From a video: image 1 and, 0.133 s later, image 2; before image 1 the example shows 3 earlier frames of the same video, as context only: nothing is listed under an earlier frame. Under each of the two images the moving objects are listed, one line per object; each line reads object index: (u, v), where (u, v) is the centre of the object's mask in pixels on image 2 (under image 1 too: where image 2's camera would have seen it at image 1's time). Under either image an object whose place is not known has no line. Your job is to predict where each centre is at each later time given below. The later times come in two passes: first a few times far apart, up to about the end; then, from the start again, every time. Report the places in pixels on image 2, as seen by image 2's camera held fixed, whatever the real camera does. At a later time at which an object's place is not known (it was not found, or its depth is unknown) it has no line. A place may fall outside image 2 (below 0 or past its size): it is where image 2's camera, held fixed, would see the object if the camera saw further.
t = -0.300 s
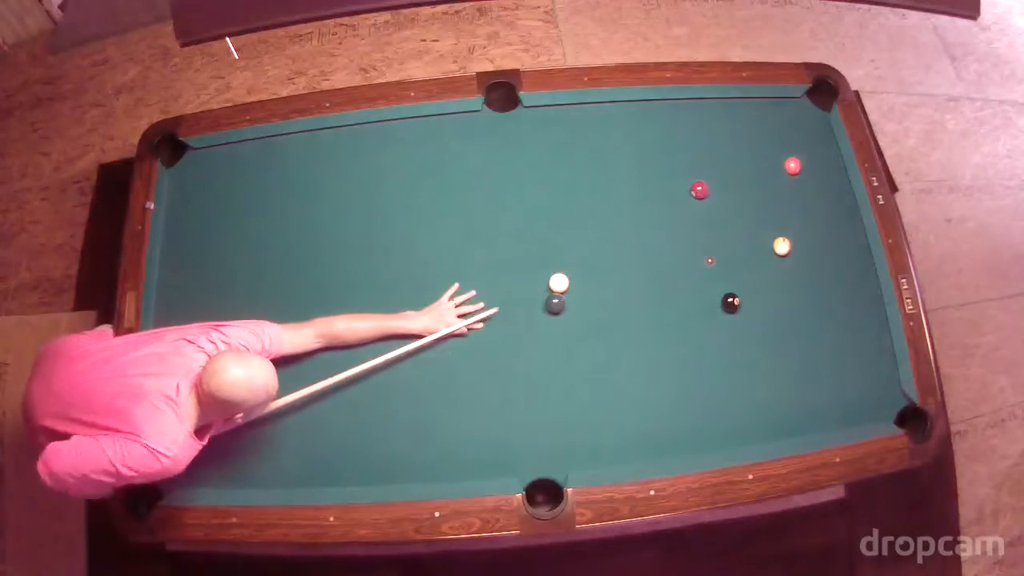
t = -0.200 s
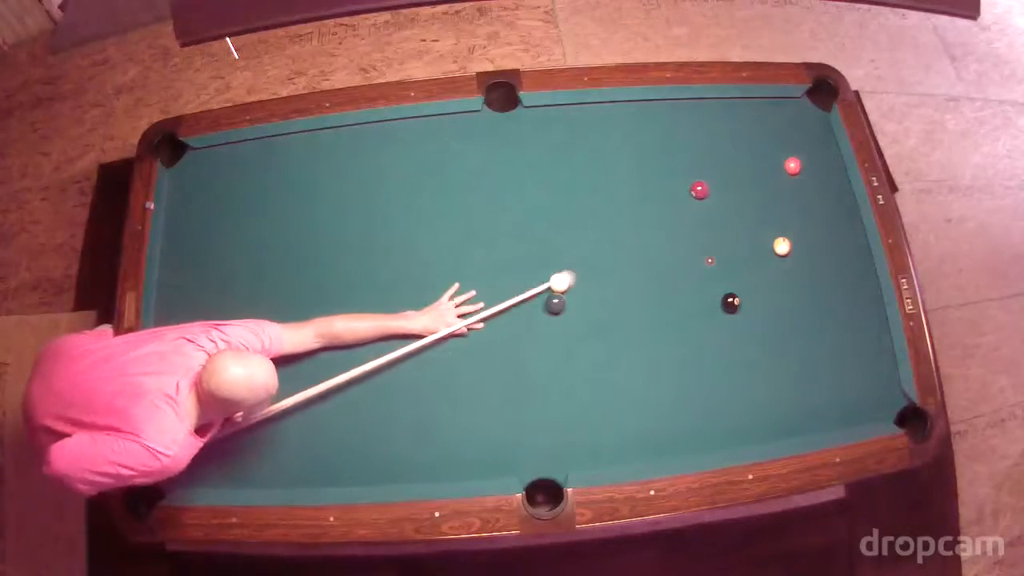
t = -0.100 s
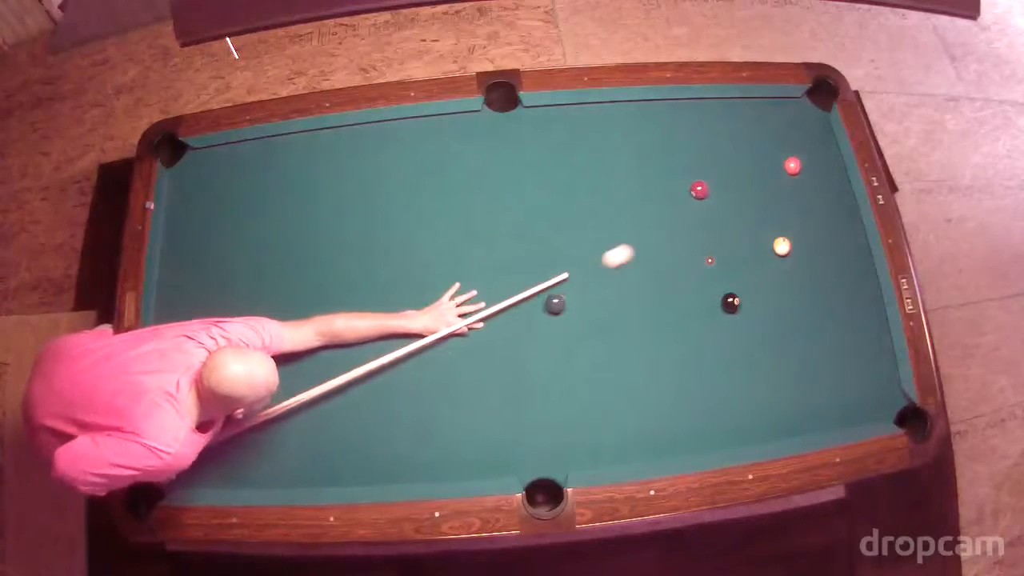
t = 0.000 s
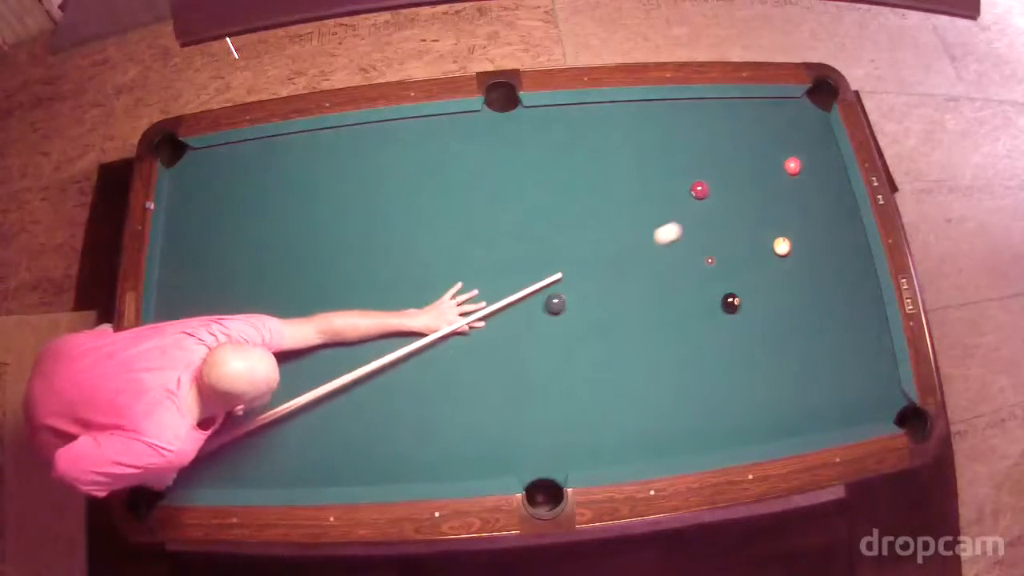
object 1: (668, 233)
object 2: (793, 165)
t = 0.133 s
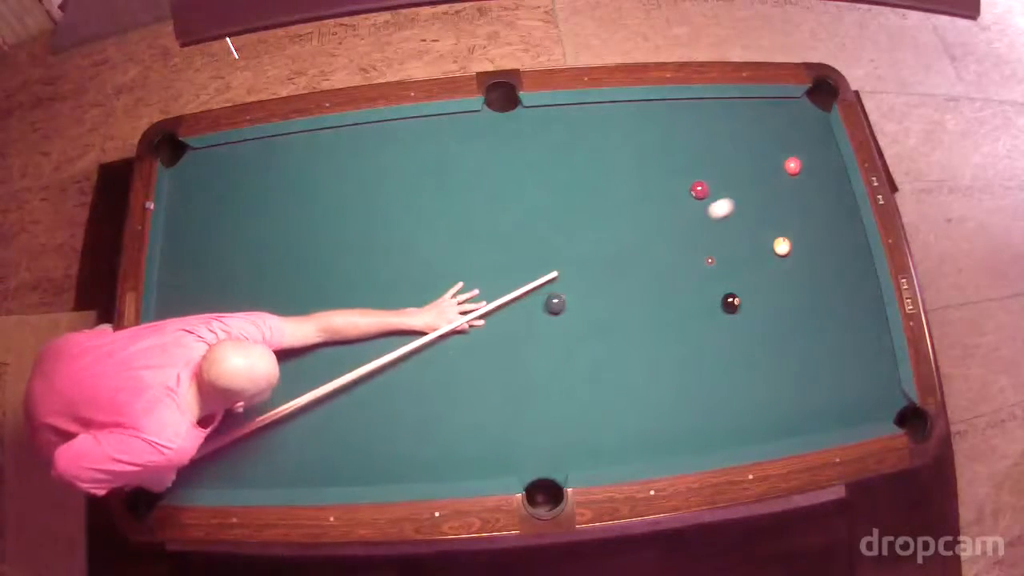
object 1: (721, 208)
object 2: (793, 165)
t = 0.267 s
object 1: (768, 186)
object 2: (793, 165)
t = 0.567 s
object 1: (831, 190)
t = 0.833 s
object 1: (831, 192)
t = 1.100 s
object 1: (809, 189)
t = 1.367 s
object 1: (788, 187)
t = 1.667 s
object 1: (765, 184)
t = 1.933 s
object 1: (746, 182)
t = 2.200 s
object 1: (729, 180)
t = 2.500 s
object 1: (711, 178)
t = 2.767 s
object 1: (701, 173)
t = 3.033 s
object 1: (692, 169)
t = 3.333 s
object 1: (685, 165)
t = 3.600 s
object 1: (680, 162)
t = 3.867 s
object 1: (676, 160)
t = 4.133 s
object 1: (674, 159)
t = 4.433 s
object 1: (674, 158)
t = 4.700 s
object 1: (674, 158)
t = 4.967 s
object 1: (674, 158)
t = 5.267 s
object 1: (674, 158)
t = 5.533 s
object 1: (674, 158)
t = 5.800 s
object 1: (674, 158)
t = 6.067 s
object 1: (674, 158)
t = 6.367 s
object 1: (674, 158)
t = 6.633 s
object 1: (674, 158)
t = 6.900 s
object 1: (674, 158)
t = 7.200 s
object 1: (674, 158)
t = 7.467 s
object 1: (674, 158)
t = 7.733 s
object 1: (674, 158)
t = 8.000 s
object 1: (674, 158)
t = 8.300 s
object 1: (674, 158)
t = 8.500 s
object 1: (674, 158)
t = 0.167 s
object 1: (733, 202)
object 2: (792, 165)
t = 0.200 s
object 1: (745, 197)
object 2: (793, 165)
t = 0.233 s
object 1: (756, 191)
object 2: (793, 165)
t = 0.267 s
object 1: (768, 186)
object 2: (793, 165)
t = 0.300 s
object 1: (779, 181)
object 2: (793, 165)
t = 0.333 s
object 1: (788, 178)
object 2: (795, 162)
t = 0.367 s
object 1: (794, 181)
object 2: (799, 155)
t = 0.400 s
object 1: (800, 184)
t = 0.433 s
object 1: (806, 185)
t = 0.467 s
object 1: (812, 187)
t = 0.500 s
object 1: (819, 188)
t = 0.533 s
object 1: (825, 189)
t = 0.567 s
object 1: (831, 190)
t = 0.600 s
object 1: (838, 192)
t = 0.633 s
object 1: (844, 193)
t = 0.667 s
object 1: (847, 194)
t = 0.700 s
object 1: (843, 193)
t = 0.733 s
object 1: (840, 193)
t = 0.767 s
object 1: (836, 192)
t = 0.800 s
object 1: (834, 192)
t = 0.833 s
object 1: (831, 192)
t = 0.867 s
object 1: (828, 192)
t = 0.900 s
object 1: (825, 191)
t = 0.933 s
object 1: (823, 191)
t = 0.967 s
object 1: (820, 191)
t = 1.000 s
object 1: (817, 190)
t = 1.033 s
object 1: (815, 190)
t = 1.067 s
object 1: (812, 190)
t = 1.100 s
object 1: (809, 189)
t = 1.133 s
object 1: (807, 189)
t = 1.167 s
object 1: (804, 189)
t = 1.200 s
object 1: (801, 188)
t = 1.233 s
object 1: (799, 188)
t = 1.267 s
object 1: (796, 188)
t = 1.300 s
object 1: (793, 188)
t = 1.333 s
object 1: (791, 187)
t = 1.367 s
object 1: (788, 187)
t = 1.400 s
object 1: (786, 187)
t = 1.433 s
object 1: (783, 186)
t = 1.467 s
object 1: (780, 186)
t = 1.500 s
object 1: (778, 186)
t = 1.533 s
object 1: (775, 185)
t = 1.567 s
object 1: (773, 185)
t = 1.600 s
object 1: (770, 185)
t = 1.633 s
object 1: (768, 185)
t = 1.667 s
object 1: (765, 184)
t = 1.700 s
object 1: (763, 184)
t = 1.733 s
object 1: (761, 184)
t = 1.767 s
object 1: (758, 183)
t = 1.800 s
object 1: (756, 183)
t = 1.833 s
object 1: (753, 183)
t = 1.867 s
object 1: (751, 182)
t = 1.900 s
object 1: (749, 182)
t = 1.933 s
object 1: (746, 182)
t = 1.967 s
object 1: (744, 182)
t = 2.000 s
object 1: (742, 181)
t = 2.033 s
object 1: (740, 181)
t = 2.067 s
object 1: (737, 181)
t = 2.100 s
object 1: (735, 181)
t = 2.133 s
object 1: (733, 180)
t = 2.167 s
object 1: (731, 180)
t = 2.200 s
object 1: (729, 180)
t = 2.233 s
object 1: (727, 180)
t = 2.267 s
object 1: (725, 179)
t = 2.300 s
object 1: (723, 179)
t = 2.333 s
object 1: (721, 179)
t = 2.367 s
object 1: (719, 179)
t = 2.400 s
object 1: (717, 179)
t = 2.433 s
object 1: (715, 178)
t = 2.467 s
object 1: (713, 178)
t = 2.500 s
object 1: (711, 178)
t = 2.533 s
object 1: (709, 178)
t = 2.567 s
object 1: (708, 177)
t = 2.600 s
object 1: (706, 176)
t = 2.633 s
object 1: (705, 176)
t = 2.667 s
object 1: (704, 175)
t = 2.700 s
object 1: (703, 174)
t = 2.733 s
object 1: (702, 174)
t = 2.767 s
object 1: (701, 173)
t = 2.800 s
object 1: (699, 173)
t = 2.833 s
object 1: (698, 172)
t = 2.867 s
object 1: (697, 172)
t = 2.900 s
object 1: (696, 171)
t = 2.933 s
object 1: (695, 170)
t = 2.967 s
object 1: (694, 170)
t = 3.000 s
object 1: (693, 169)
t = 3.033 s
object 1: (692, 169)
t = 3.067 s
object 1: (691, 168)
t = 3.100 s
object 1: (691, 168)
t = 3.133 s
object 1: (690, 167)
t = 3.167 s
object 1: (689, 167)
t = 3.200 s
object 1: (688, 166)
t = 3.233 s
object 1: (687, 166)
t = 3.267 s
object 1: (686, 165)
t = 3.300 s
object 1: (686, 165)
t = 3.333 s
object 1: (685, 165)
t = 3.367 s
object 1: (684, 164)
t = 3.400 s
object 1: (683, 164)
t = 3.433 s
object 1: (683, 163)
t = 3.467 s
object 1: (682, 163)
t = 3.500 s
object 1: (681, 163)
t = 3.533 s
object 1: (681, 163)
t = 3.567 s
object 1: (680, 162)
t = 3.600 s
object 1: (680, 162)
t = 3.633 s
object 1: (679, 162)
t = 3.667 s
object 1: (678, 161)
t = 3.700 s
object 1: (678, 161)
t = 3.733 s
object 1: (678, 161)
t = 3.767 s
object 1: (677, 160)
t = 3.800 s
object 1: (677, 160)
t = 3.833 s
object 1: (676, 160)
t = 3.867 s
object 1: (676, 160)
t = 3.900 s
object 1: (676, 160)
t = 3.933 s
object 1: (675, 159)
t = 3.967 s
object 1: (675, 159)
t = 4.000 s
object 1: (675, 159)
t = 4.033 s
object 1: (674, 159)
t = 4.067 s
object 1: (674, 159)
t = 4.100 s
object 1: (674, 159)
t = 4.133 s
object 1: (674, 159)
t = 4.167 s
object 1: (674, 159)
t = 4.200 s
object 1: (674, 158)
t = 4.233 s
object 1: (674, 158)
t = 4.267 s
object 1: (674, 158)
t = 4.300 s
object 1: (674, 158)
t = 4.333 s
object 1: (674, 158)
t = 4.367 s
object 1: (674, 158)
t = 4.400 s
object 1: (674, 158)
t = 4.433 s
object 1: (674, 158)
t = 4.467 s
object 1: (674, 158)
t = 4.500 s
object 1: (674, 158)
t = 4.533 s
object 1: (674, 158)
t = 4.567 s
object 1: (674, 158)
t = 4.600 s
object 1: (674, 158)
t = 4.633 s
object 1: (674, 158)
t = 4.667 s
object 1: (674, 158)
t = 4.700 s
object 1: (674, 158)
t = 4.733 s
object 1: (674, 158)
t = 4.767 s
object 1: (674, 158)
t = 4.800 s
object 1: (674, 158)
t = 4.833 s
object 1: (674, 158)
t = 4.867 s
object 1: (674, 158)
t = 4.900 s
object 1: (674, 158)
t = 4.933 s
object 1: (674, 158)
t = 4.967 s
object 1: (674, 158)
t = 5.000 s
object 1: (674, 158)
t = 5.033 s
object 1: (674, 158)
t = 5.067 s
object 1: (674, 158)
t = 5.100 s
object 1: (674, 158)
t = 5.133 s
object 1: (674, 158)
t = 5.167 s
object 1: (674, 158)
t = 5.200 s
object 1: (674, 158)
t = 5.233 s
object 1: (674, 158)
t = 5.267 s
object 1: (674, 158)
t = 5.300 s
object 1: (674, 158)
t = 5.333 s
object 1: (674, 158)
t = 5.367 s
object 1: (674, 158)
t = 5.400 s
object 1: (674, 158)
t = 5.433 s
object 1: (674, 158)
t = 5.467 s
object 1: (674, 158)
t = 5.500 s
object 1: (674, 158)
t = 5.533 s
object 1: (674, 158)
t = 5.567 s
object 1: (674, 158)
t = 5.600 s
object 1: (674, 158)
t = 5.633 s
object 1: (674, 158)
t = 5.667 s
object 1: (674, 158)
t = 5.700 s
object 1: (674, 158)
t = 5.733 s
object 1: (674, 158)
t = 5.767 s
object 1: (674, 158)
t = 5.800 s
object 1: (674, 158)
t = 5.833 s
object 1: (674, 158)
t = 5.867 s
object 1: (674, 158)
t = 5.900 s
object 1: (674, 158)
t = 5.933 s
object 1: (674, 158)
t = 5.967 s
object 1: (674, 158)
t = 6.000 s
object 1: (674, 158)
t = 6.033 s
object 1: (674, 158)
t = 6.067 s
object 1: (674, 158)
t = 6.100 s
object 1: (674, 158)
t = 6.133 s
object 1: (674, 158)
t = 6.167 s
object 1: (674, 158)
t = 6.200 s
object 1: (674, 158)
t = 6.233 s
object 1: (674, 158)
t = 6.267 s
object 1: (674, 158)
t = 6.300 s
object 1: (674, 158)
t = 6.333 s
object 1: (674, 158)
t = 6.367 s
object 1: (674, 158)
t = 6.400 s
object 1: (674, 158)
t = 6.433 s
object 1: (674, 158)
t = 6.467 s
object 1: (674, 158)
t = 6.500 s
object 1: (674, 158)
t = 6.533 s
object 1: (674, 158)
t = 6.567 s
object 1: (674, 158)
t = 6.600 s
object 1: (674, 158)
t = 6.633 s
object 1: (674, 158)
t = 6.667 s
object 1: (674, 158)
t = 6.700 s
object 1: (674, 158)
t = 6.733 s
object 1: (674, 158)
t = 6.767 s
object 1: (674, 158)
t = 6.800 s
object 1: (674, 158)
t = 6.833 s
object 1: (674, 158)
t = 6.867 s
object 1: (674, 158)
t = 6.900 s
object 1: (674, 158)
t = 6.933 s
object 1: (674, 158)
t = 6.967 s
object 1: (674, 158)
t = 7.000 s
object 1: (674, 158)
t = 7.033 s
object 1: (674, 158)
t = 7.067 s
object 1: (674, 158)
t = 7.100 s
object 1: (674, 158)
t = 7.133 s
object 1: (674, 158)
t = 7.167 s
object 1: (674, 158)
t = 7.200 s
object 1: (674, 158)
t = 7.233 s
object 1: (674, 158)
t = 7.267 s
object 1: (674, 158)
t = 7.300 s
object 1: (674, 158)
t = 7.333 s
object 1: (674, 158)
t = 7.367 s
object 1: (674, 158)
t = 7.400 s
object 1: (674, 158)
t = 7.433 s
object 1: (674, 158)
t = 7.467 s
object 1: (674, 158)
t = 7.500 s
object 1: (674, 158)
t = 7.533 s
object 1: (674, 158)
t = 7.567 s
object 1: (674, 158)
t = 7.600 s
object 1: (674, 158)
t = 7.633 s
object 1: (674, 158)
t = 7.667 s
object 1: (674, 158)
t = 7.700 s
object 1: (674, 158)
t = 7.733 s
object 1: (674, 158)
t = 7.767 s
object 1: (674, 158)
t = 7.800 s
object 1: (674, 158)
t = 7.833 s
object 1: (674, 158)
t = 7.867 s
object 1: (674, 158)
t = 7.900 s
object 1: (674, 158)
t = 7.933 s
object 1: (674, 158)
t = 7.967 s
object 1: (674, 158)
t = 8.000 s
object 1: (674, 158)
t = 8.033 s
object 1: (674, 158)
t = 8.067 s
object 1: (674, 158)
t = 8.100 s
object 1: (674, 158)
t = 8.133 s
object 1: (674, 158)
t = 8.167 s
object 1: (674, 158)
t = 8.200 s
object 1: (674, 158)
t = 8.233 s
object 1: (674, 158)
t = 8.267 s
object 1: (674, 158)
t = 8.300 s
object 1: (674, 158)
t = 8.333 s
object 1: (674, 158)
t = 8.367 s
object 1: (674, 158)
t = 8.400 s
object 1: (674, 158)
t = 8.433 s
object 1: (674, 158)
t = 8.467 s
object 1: (674, 158)
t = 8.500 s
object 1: (674, 158)
